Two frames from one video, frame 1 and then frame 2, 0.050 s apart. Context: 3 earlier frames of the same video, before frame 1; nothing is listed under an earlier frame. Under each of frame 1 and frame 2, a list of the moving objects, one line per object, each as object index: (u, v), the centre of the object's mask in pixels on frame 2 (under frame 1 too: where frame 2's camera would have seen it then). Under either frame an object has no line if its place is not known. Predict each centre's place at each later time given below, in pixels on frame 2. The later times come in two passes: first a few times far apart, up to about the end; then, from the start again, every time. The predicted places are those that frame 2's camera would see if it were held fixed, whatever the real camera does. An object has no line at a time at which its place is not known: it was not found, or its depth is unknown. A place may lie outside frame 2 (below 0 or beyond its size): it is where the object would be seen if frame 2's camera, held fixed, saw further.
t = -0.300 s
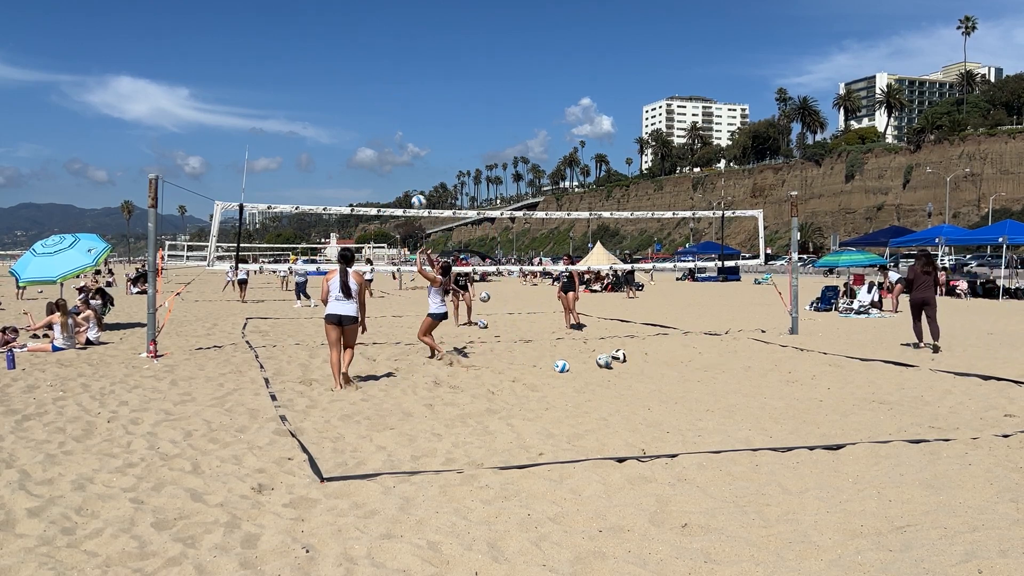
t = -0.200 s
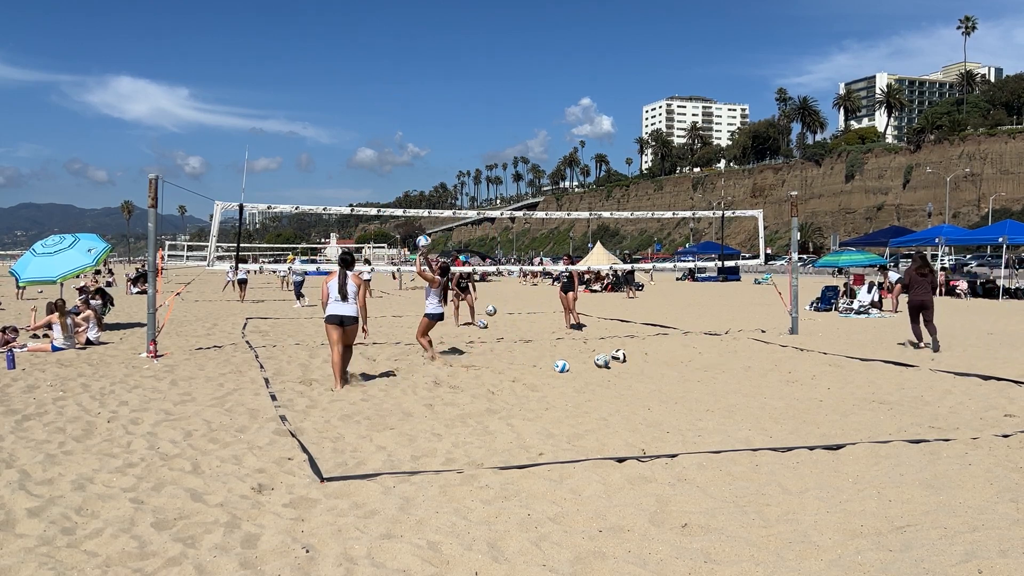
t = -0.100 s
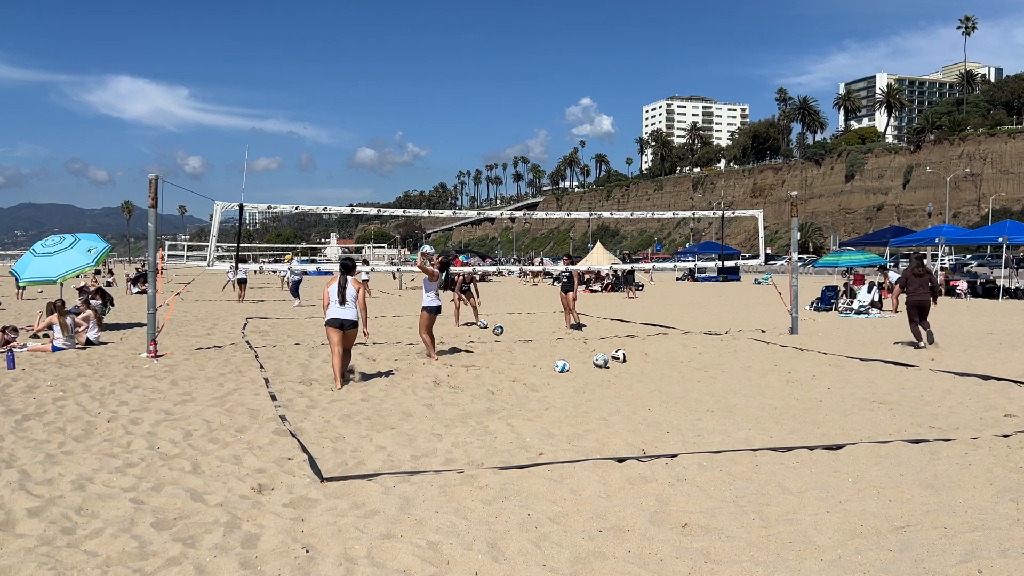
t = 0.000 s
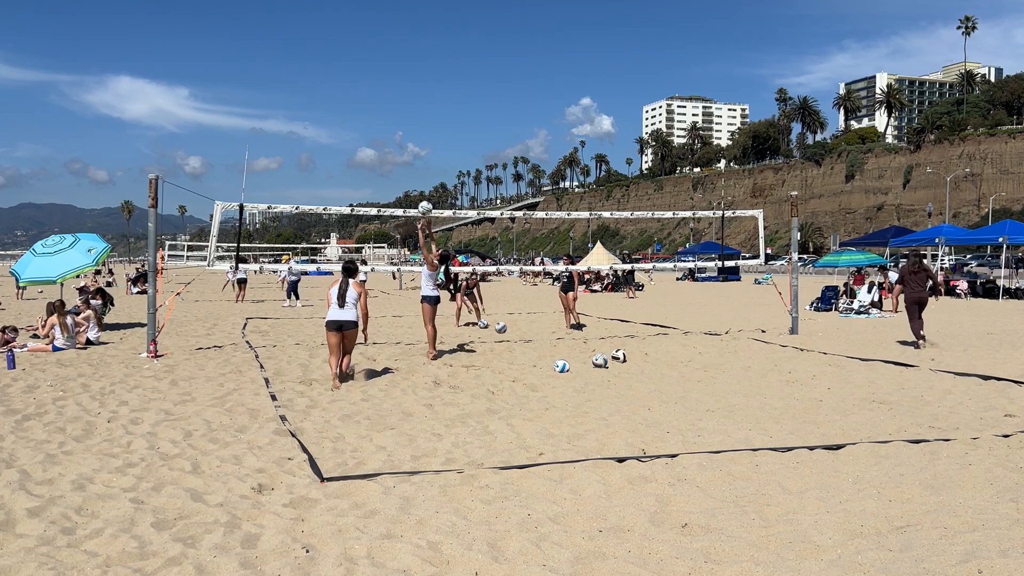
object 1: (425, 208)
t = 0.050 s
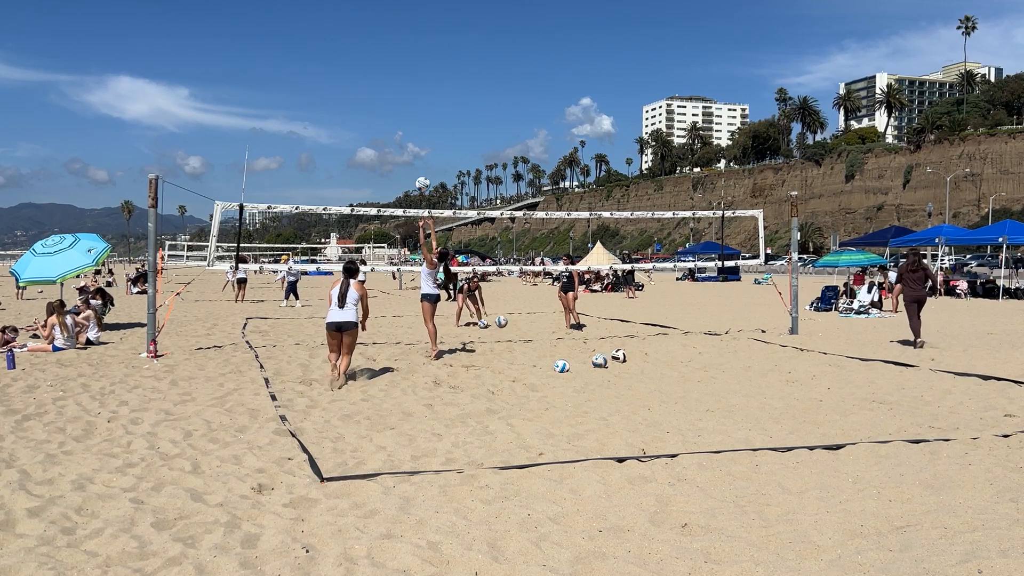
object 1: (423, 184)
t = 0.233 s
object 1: (414, 112)
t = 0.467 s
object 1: (408, 56)
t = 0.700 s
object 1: (405, 40)
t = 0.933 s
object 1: (403, 59)
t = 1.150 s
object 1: (404, 108)
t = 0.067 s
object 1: (422, 176)
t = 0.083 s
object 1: (421, 169)
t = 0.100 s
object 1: (420, 162)
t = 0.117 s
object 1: (419, 155)
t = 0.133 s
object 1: (418, 148)
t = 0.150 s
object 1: (418, 142)
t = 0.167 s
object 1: (417, 135)
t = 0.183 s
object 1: (416, 129)
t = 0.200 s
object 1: (416, 123)
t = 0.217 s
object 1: (415, 118)
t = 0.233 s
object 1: (414, 112)
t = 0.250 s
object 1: (413, 106)
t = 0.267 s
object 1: (413, 101)
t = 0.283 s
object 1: (413, 97)
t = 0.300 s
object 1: (412, 92)
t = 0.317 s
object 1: (412, 87)
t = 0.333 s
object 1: (411, 83)
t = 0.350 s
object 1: (411, 79)
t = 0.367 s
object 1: (410, 75)
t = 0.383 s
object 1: (410, 71)
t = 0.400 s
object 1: (409, 68)
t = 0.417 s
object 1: (409, 65)
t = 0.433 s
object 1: (408, 62)
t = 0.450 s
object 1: (408, 59)
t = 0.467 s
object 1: (408, 56)
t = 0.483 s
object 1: (407, 54)
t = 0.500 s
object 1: (407, 51)
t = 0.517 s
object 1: (407, 50)
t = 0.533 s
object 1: (407, 48)
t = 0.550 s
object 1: (406, 46)
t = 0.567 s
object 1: (406, 44)
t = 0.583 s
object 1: (406, 43)
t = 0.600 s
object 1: (405, 42)
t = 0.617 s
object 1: (405, 41)
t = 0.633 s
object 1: (405, 41)
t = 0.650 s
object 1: (405, 40)
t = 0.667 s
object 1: (405, 39)
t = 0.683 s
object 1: (405, 39)
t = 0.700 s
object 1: (405, 40)
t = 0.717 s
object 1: (404, 40)
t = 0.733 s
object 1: (404, 40)
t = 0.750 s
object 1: (404, 41)
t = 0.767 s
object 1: (404, 41)
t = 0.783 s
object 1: (404, 42)
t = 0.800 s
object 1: (404, 43)
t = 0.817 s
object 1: (404, 45)
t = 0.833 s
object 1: (404, 46)
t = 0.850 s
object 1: (404, 48)
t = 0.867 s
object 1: (404, 50)
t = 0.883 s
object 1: (404, 52)
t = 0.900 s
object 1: (403, 54)
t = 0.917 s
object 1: (403, 56)
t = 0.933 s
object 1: (403, 59)
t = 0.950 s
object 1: (403, 62)
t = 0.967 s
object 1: (403, 65)
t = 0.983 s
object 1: (403, 68)
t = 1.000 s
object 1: (403, 71)
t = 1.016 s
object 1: (404, 75)
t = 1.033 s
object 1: (404, 78)
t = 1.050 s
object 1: (404, 82)
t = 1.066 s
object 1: (403, 86)
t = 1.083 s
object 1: (404, 90)
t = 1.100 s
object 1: (404, 94)
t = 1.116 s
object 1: (404, 99)
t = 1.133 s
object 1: (404, 103)
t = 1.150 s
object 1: (404, 108)
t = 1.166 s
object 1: (404, 112)
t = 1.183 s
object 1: (404, 118)
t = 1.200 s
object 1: (405, 123)
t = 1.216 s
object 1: (405, 128)
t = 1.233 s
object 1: (405, 133)
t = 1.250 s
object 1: (405, 139)
